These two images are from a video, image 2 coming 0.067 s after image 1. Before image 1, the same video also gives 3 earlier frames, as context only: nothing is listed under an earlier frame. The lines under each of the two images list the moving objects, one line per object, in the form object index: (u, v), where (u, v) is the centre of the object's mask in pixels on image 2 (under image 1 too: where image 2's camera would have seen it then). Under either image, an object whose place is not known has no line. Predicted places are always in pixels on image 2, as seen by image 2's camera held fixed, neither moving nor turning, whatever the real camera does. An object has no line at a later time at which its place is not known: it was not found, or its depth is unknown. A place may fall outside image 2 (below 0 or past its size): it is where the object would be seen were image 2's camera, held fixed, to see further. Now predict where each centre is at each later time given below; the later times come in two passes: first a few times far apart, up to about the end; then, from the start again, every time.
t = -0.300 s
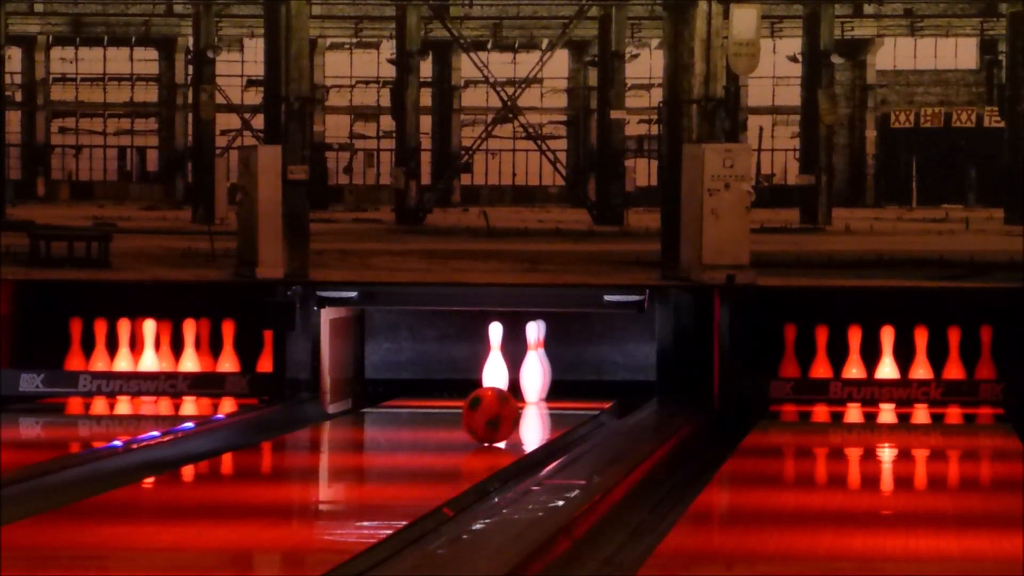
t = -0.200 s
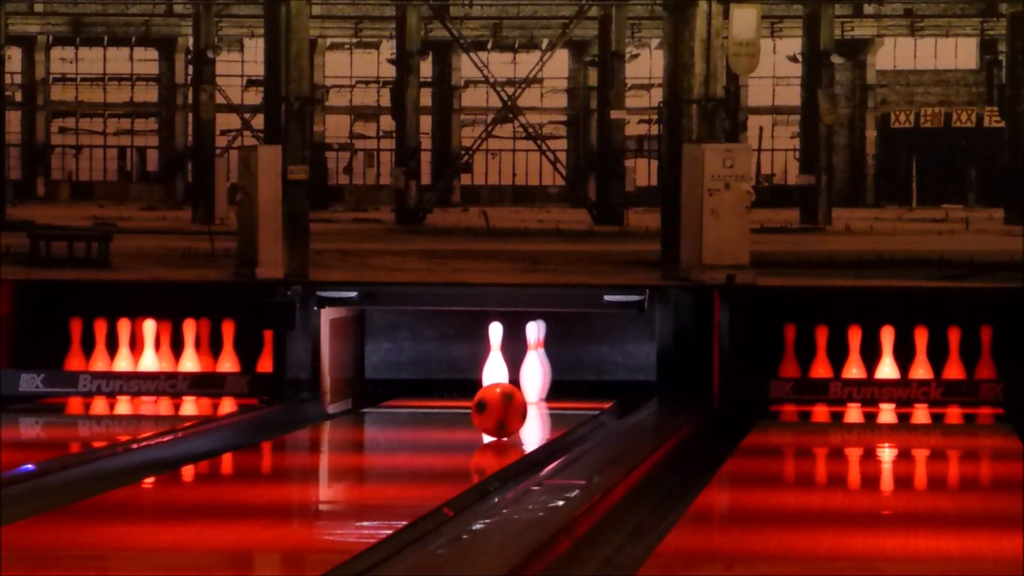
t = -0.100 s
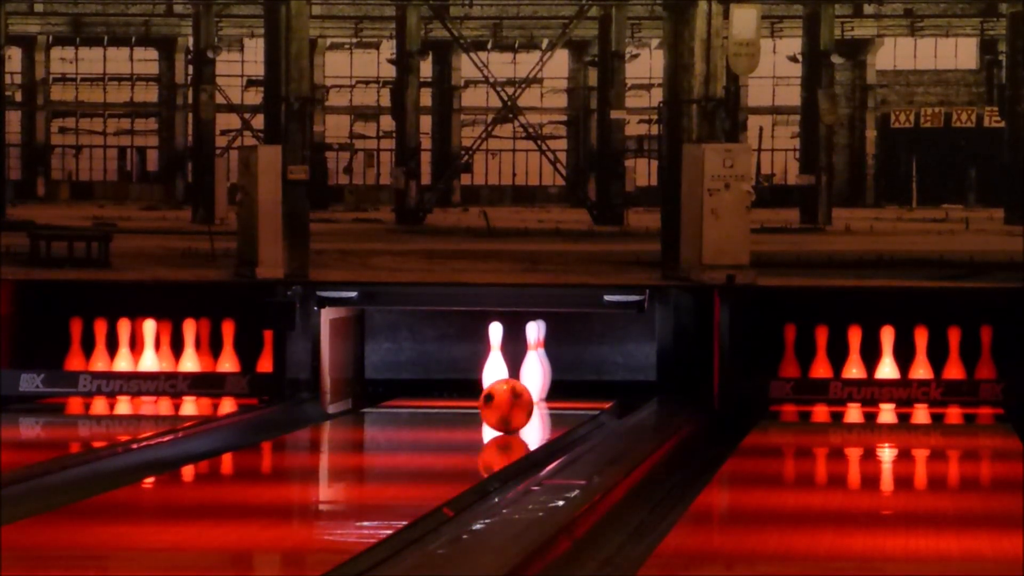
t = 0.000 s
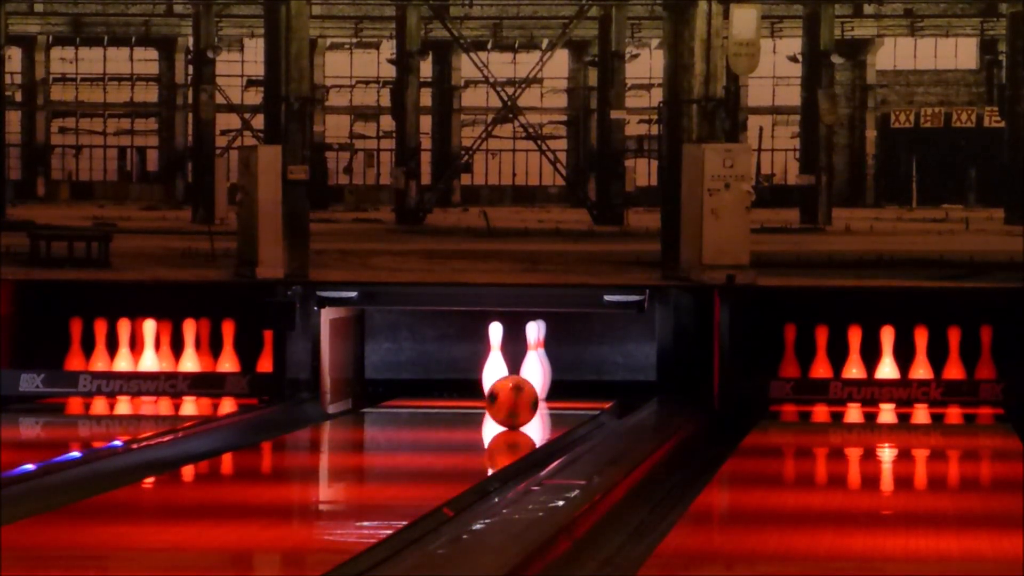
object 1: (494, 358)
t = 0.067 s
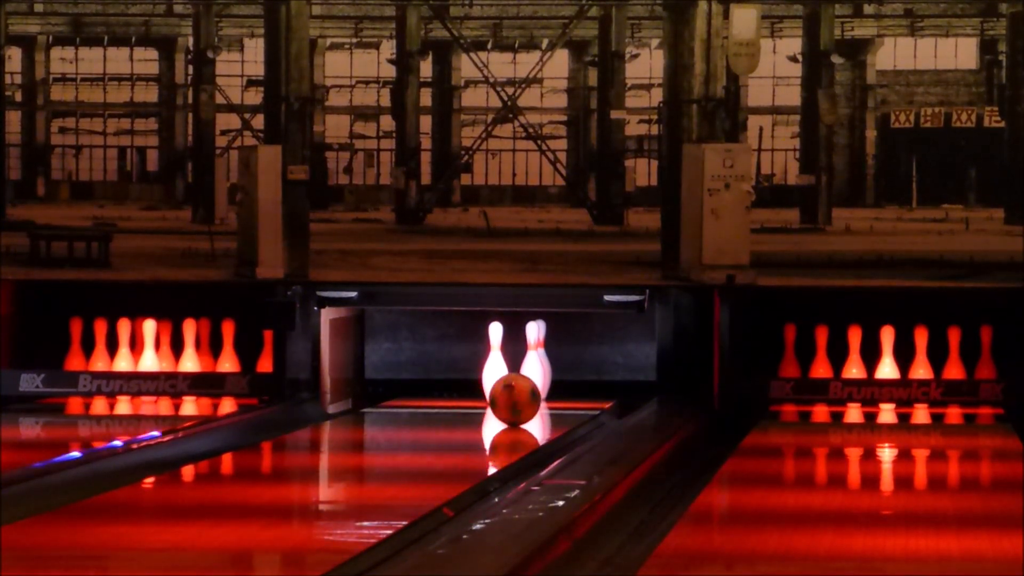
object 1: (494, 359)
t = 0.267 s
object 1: (494, 363)
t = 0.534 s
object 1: (494, 365)
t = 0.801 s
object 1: (377, 372)
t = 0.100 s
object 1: (494, 360)
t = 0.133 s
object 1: (494, 360)
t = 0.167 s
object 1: (494, 362)
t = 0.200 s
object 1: (494, 362)
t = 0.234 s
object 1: (494, 363)
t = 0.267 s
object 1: (494, 363)
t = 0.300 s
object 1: (494, 364)
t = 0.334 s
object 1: (494, 364)
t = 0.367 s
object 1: (494, 364)
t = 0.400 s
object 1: (494, 365)
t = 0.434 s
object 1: (494, 365)
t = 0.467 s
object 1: (494, 364)
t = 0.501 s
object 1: (494, 365)
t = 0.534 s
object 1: (494, 365)
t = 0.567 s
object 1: (494, 365)
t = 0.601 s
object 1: (486, 368)
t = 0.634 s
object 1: (475, 368)
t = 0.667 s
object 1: (454, 368)
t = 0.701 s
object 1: (434, 374)
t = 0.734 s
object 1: (421, 378)
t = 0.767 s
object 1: (399, 375)
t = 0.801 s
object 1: (377, 372)
